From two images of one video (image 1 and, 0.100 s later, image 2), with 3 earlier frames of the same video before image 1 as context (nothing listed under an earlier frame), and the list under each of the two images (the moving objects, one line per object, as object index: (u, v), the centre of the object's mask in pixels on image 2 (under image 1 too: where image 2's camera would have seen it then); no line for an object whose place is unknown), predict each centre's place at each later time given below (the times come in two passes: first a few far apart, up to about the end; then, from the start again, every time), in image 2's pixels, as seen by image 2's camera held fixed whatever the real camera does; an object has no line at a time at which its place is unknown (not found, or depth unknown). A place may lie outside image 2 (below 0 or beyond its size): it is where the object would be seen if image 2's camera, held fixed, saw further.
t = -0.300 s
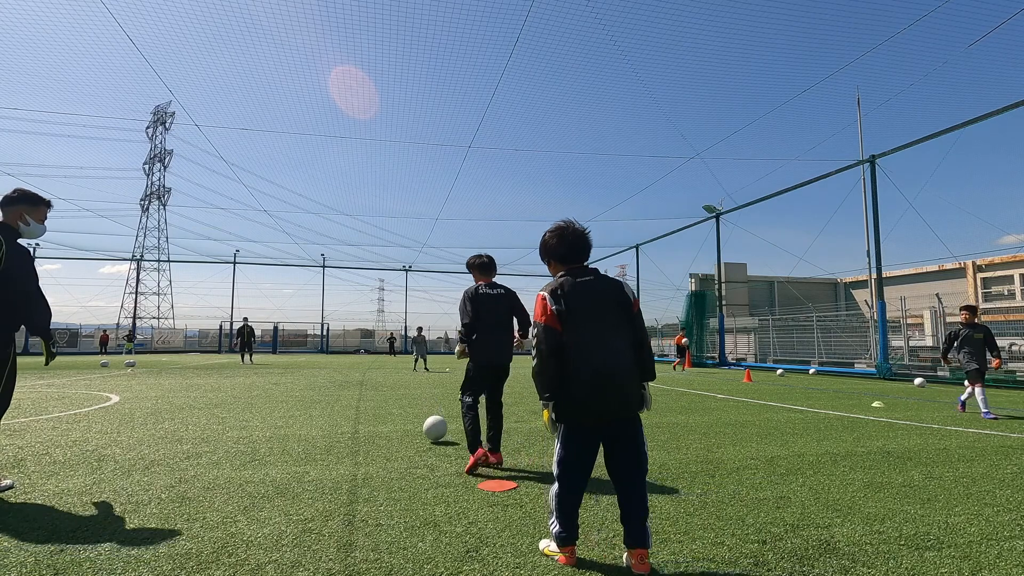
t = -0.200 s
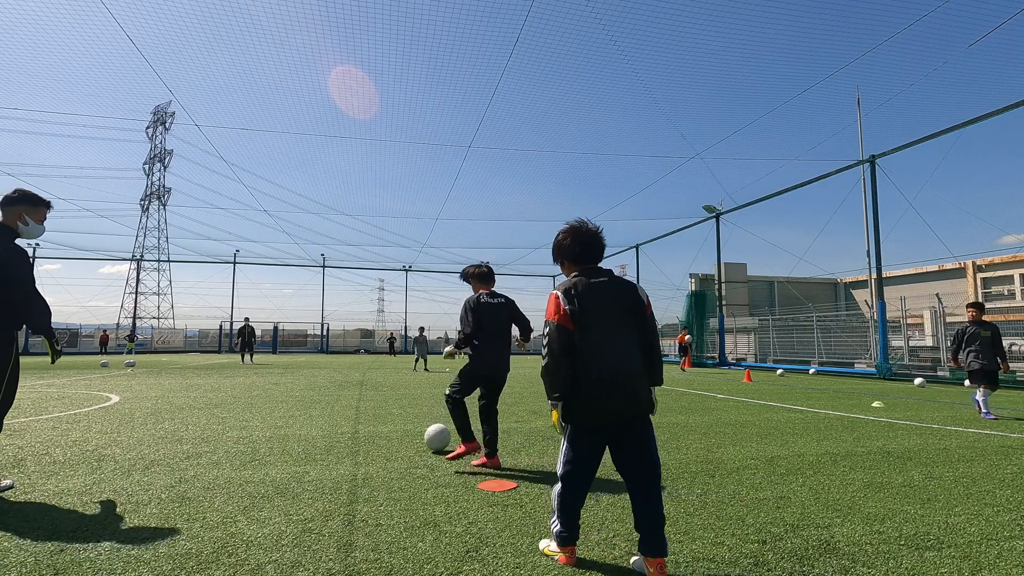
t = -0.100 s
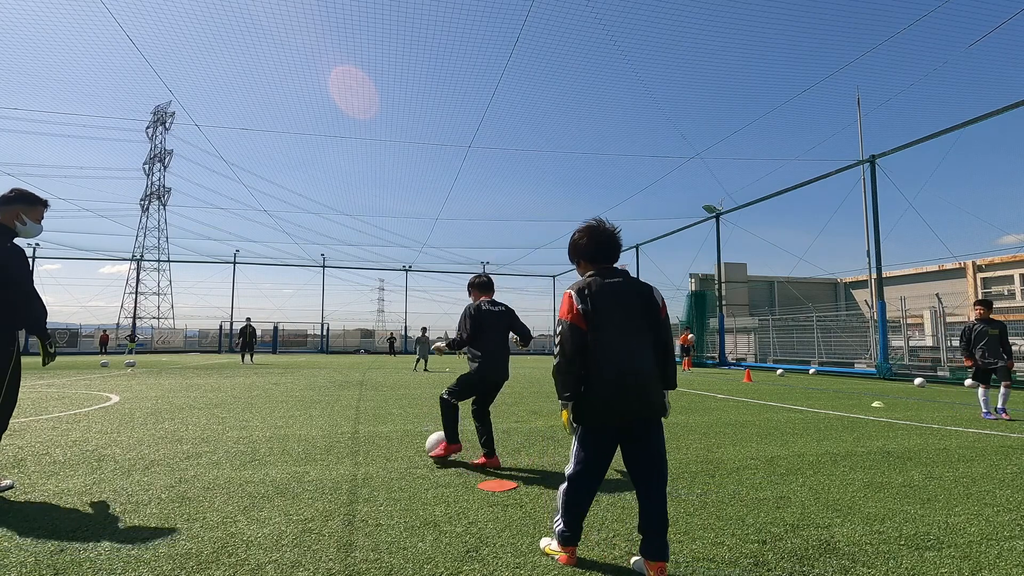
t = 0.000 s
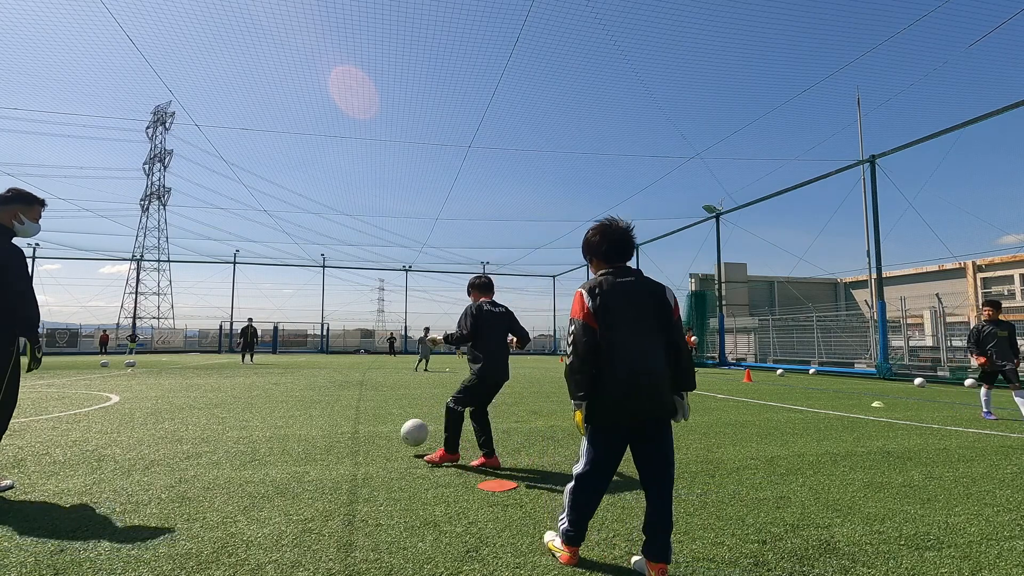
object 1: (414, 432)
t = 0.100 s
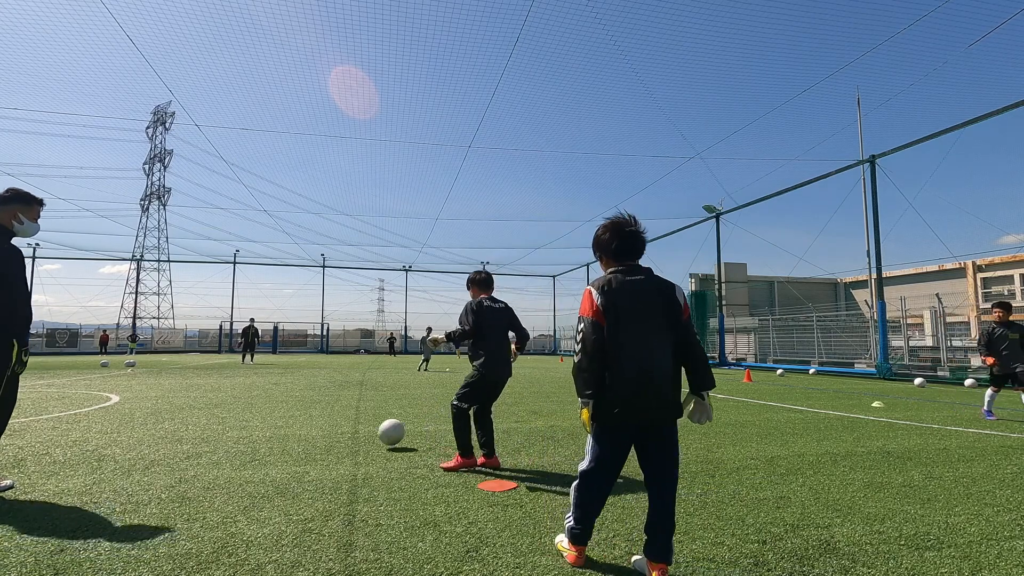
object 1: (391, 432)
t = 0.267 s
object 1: (363, 427)
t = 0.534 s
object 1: (331, 425)
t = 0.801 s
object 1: (305, 422)
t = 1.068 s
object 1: (283, 420)
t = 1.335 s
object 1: (264, 417)
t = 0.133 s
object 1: (384, 434)
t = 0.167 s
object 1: (378, 431)
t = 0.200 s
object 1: (373, 428)
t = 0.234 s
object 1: (368, 427)
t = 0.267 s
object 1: (363, 427)
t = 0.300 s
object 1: (358, 428)
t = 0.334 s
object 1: (354, 428)
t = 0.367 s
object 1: (350, 426)
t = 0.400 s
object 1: (346, 425)
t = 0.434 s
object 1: (342, 426)
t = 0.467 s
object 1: (338, 426)
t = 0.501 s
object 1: (335, 425)
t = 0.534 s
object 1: (331, 425)
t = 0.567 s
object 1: (328, 425)
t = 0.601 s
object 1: (324, 424)
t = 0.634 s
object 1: (321, 424)
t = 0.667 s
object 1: (318, 423)
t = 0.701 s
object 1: (314, 423)
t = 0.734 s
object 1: (311, 423)
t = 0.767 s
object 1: (308, 422)
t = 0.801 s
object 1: (305, 422)
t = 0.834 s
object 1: (302, 421)
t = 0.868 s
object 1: (299, 421)
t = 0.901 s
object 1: (296, 421)
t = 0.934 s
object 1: (293, 421)
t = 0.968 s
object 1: (290, 420)
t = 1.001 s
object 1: (288, 420)
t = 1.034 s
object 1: (285, 420)
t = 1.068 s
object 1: (283, 420)
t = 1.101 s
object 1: (280, 419)
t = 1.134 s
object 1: (278, 419)
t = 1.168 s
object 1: (275, 419)
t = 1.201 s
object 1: (273, 419)
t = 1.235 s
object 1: (271, 418)
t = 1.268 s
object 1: (268, 418)
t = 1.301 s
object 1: (266, 418)
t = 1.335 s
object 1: (264, 417)
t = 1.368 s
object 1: (262, 417)
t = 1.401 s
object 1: (260, 417)
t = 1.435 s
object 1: (258, 416)
